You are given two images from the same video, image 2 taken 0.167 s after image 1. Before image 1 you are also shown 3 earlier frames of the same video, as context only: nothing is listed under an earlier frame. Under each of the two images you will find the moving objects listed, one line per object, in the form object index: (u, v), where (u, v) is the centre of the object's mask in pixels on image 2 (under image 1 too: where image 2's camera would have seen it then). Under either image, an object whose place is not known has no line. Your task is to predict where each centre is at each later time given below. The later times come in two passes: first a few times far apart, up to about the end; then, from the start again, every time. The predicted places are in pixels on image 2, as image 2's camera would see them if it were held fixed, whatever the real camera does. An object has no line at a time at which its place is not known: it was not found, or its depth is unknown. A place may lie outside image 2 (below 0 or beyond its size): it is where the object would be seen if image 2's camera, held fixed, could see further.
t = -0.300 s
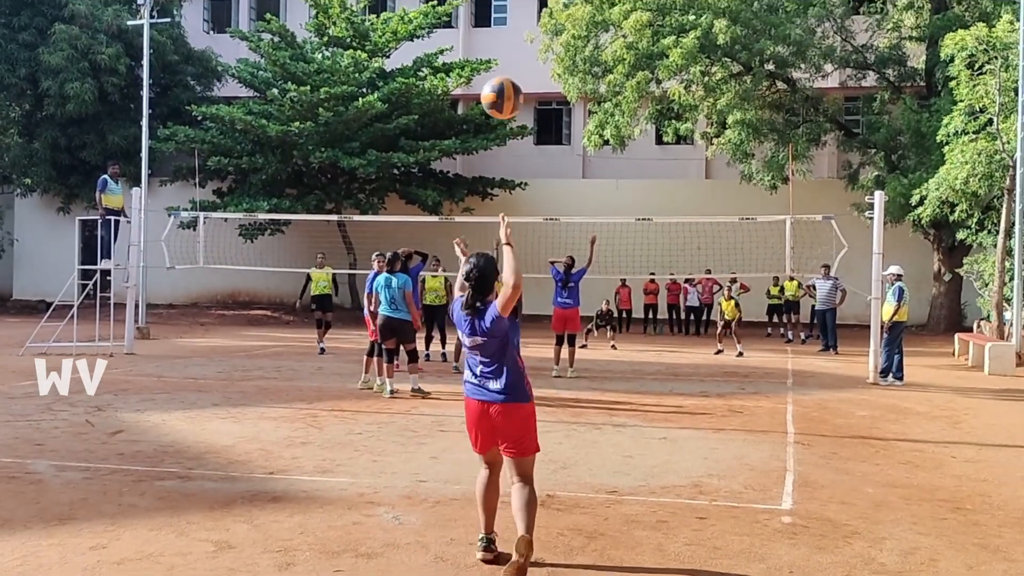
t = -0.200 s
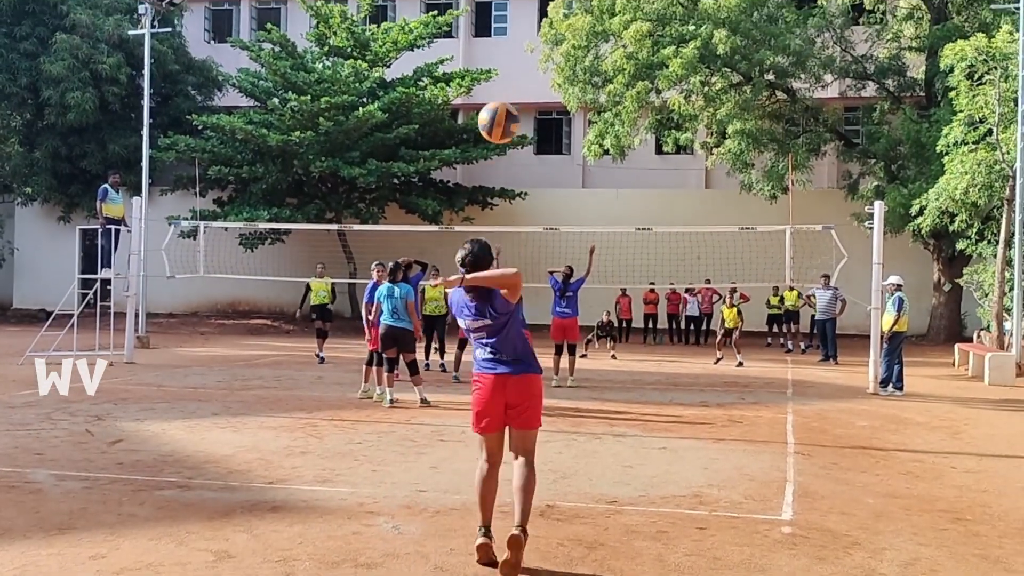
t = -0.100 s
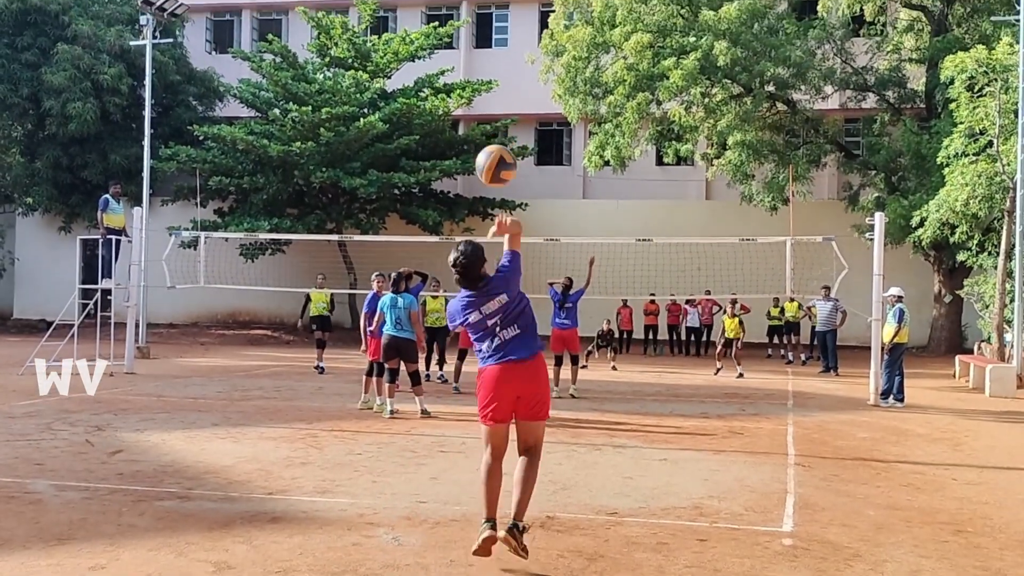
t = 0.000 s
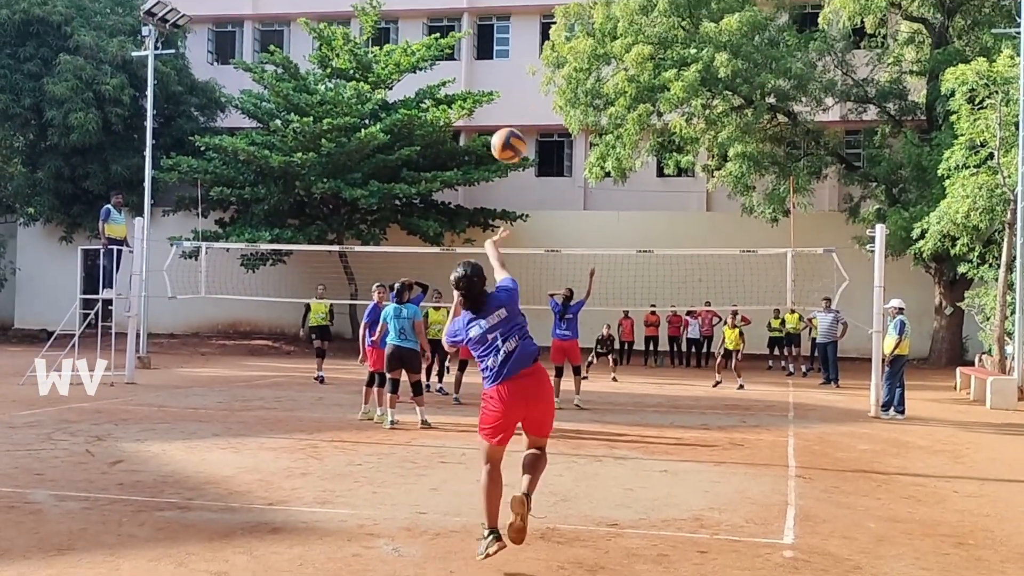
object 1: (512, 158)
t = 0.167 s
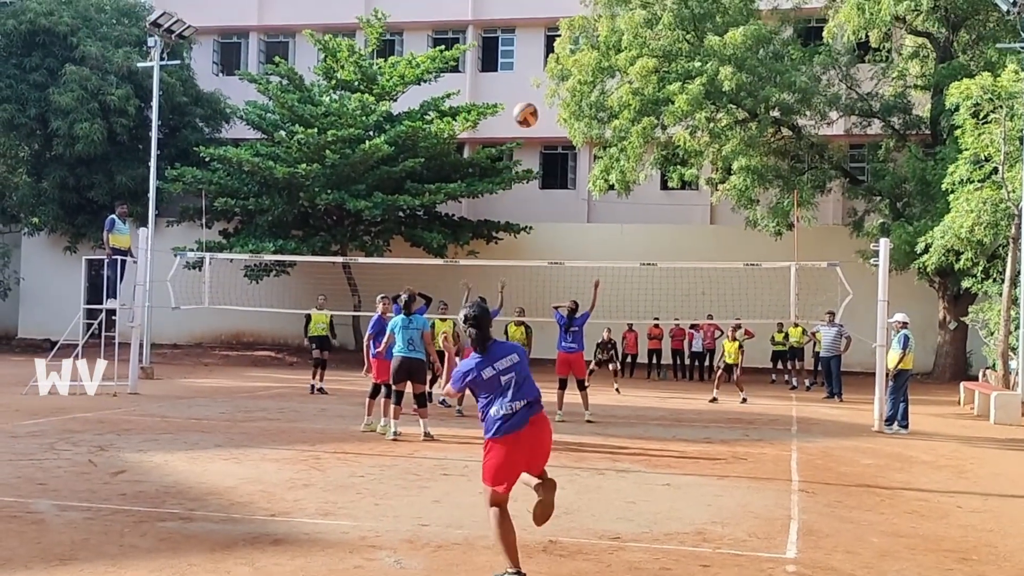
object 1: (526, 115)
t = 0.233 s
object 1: (527, 114)
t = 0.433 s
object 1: (531, 142)
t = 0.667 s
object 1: (527, 204)
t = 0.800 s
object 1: (520, 244)
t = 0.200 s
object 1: (527, 113)
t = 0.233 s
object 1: (527, 114)
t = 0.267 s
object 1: (528, 116)
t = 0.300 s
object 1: (529, 119)
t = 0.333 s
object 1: (529, 124)
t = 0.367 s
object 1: (530, 129)
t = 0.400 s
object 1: (531, 136)
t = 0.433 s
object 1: (531, 142)
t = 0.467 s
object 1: (531, 150)
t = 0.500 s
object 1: (530, 158)
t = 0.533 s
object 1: (531, 167)
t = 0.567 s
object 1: (530, 176)
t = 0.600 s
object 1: (529, 185)
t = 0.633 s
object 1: (528, 194)
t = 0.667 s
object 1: (527, 204)
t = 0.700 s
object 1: (525, 214)
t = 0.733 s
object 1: (524, 225)
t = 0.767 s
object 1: (521, 234)
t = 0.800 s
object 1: (520, 244)
